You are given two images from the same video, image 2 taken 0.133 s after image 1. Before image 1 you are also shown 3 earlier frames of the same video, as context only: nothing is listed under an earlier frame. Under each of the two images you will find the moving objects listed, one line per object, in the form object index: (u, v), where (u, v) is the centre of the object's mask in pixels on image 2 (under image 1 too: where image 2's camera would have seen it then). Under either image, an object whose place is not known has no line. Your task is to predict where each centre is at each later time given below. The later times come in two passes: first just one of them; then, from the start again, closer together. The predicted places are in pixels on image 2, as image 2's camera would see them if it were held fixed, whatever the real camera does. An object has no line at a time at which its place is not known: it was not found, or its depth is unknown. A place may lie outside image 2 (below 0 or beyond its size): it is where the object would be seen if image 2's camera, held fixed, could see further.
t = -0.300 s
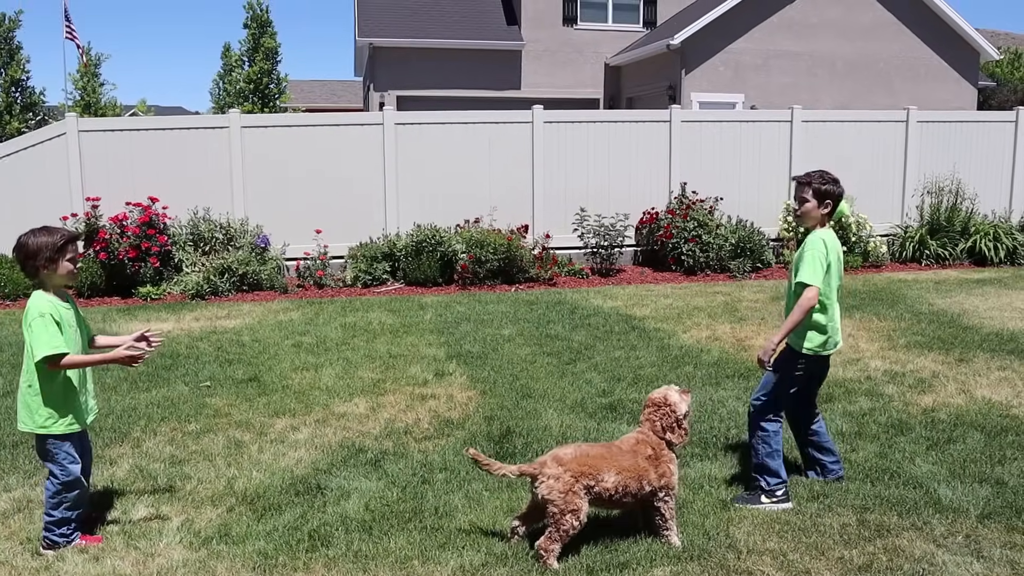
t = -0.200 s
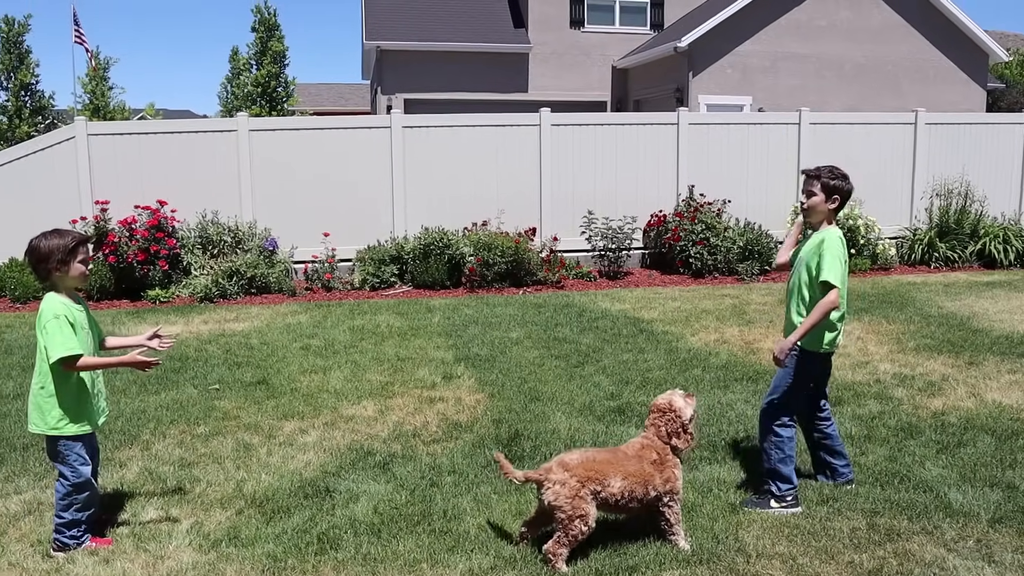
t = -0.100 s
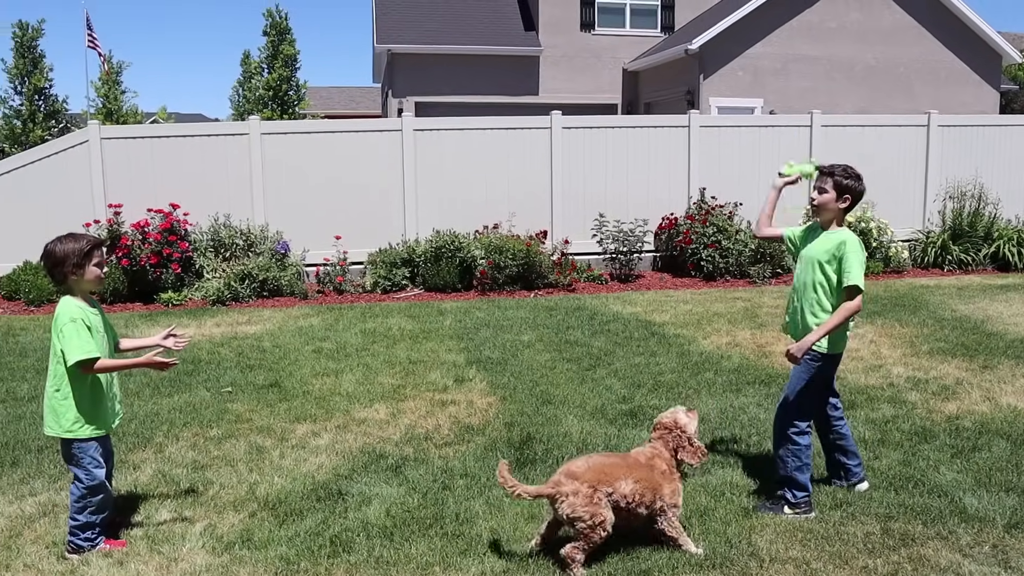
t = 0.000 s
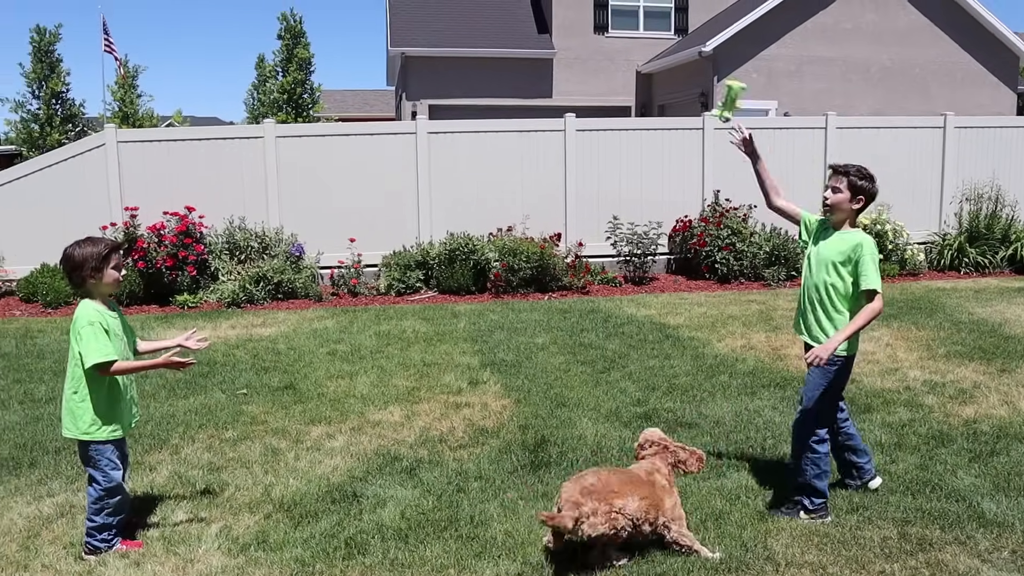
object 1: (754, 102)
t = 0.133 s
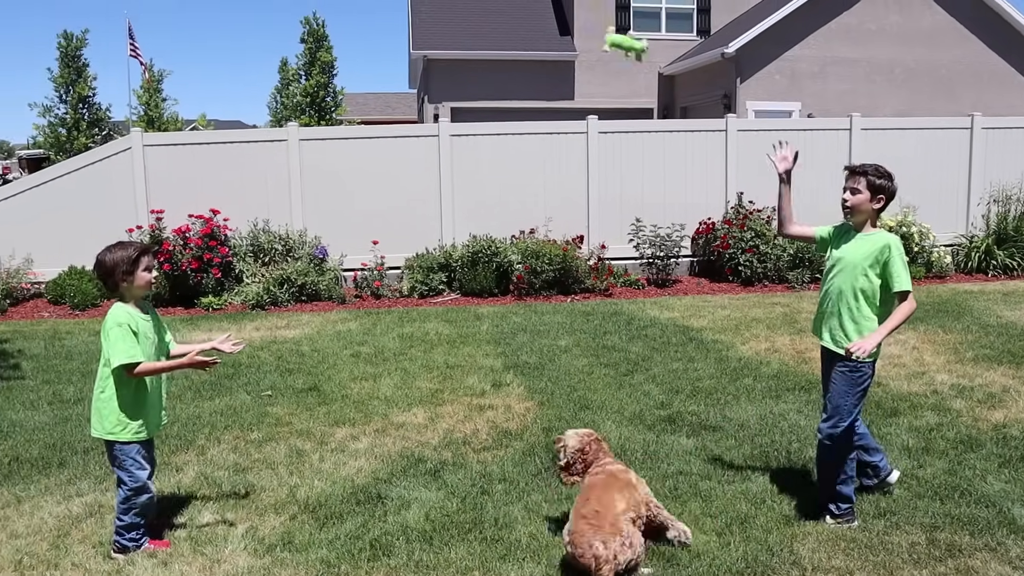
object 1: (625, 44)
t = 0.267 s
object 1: (492, 29)
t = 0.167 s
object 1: (592, 35)
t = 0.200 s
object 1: (558, 30)
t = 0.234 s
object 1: (525, 27)
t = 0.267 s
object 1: (492, 29)
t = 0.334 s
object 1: (429, 40)
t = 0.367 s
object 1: (395, 49)
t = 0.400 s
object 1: (362, 63)
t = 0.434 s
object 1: (332, 79)
